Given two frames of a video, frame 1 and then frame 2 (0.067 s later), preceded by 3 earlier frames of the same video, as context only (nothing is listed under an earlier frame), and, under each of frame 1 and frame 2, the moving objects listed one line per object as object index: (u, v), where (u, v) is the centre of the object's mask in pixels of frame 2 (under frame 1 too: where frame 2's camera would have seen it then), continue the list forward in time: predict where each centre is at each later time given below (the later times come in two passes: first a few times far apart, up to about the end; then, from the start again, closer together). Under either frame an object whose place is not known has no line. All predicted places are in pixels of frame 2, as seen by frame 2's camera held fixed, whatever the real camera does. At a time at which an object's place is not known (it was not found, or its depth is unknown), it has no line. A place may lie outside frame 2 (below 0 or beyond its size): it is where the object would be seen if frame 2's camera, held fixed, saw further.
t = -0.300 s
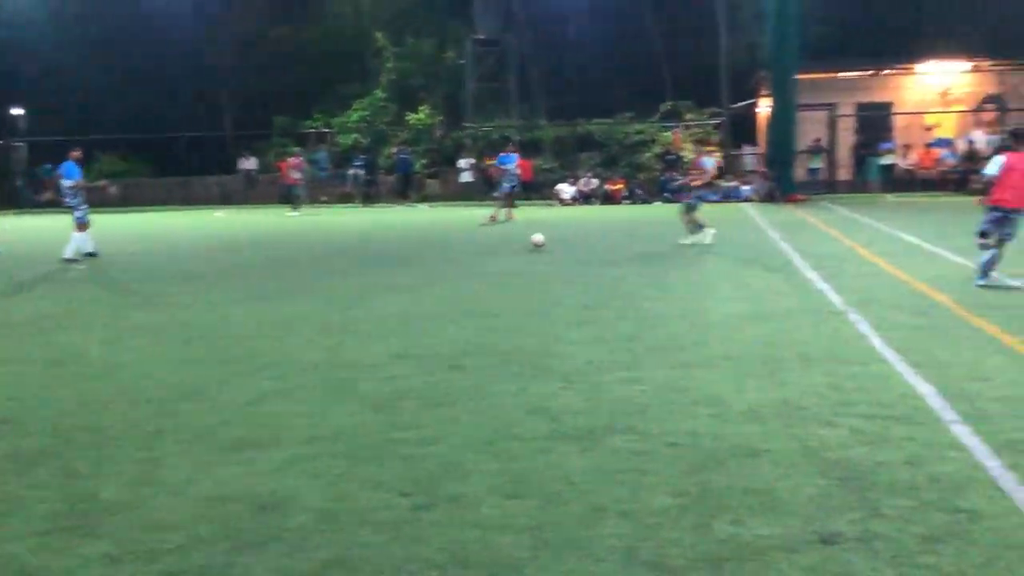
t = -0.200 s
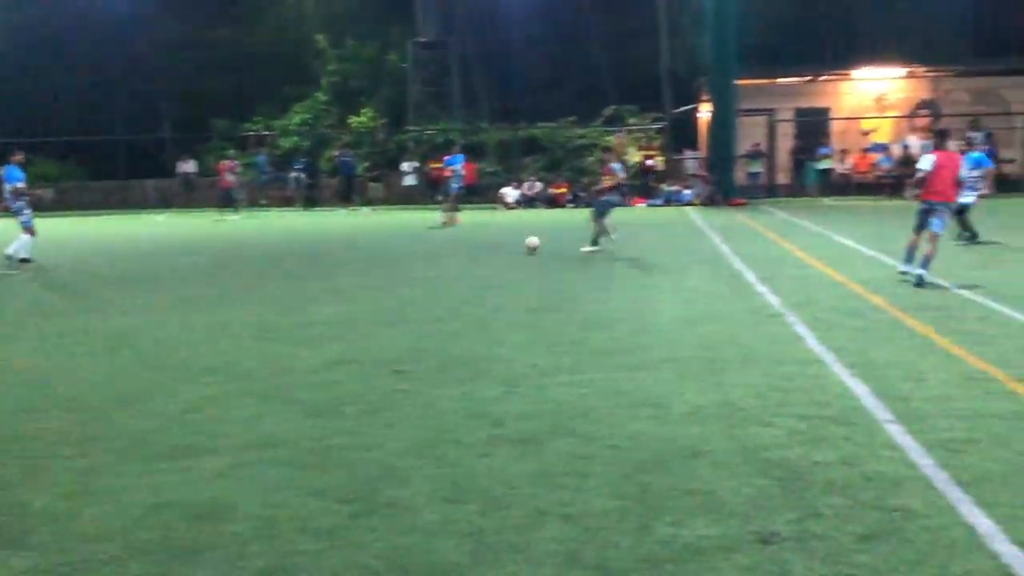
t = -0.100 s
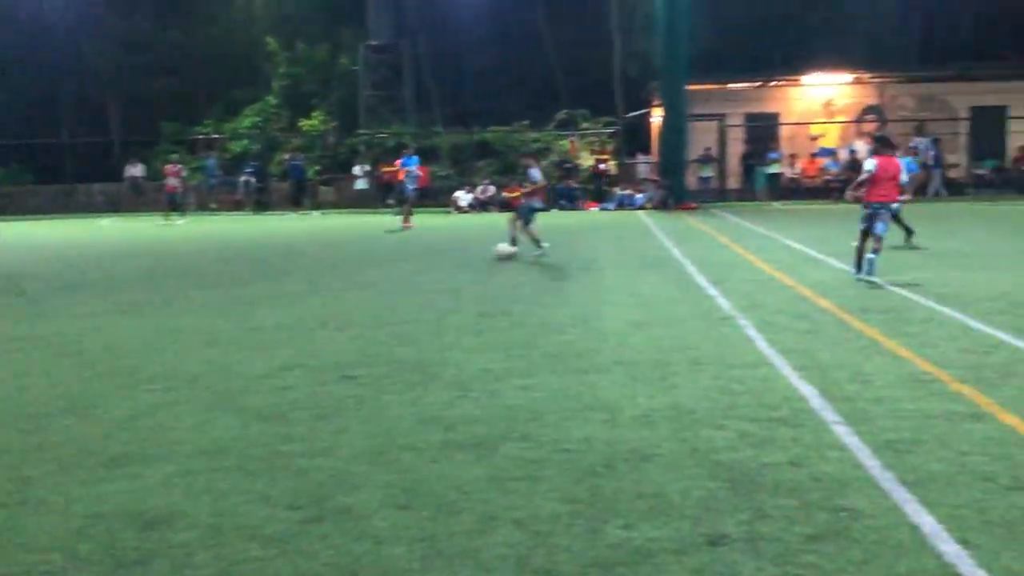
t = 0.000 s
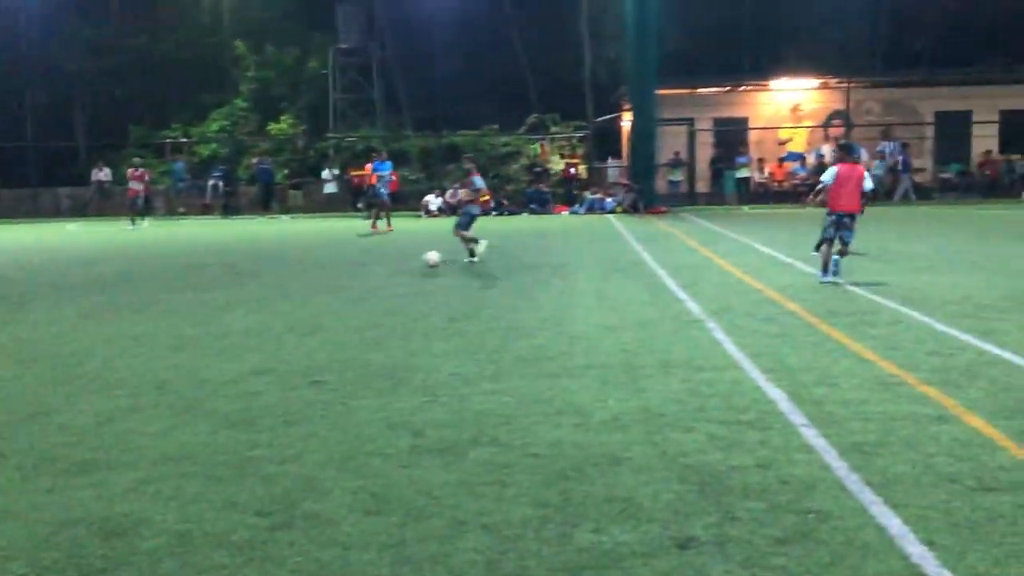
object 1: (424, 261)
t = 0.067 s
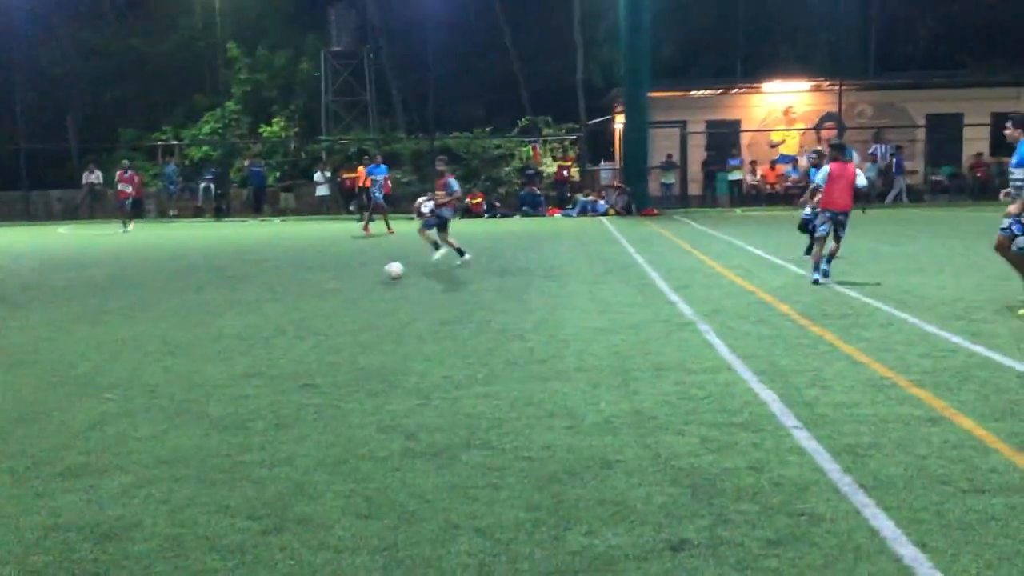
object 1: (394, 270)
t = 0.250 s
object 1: (302, 294)
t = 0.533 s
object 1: (126, 333)
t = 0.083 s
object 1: (385, 275)
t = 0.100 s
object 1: (377, 277)
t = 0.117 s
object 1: (369, 279)
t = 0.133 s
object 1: (362, 281)
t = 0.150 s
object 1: (354, 281)
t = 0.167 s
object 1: (346, 283)
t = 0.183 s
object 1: (337, 283)
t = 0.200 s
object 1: (329, 285)
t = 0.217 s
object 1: (320, 288)
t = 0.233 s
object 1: (310, 291)
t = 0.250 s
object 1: (302, 294)
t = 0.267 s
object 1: (293, 296)
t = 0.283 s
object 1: (285, 297)
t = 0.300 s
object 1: (276, 299)
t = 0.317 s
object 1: (266, 300)
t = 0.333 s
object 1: (256, 302)
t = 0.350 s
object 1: (247, 304)
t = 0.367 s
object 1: (236, 307)
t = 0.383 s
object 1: (227, 311)
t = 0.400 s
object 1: (216, 315)
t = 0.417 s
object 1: (205, 319)
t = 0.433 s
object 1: (195, 321)
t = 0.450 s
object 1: (184, 320)
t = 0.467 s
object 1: (172, 322)
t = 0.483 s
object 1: (162, 324)
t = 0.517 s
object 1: (137, 329)
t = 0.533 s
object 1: (126, 333)
